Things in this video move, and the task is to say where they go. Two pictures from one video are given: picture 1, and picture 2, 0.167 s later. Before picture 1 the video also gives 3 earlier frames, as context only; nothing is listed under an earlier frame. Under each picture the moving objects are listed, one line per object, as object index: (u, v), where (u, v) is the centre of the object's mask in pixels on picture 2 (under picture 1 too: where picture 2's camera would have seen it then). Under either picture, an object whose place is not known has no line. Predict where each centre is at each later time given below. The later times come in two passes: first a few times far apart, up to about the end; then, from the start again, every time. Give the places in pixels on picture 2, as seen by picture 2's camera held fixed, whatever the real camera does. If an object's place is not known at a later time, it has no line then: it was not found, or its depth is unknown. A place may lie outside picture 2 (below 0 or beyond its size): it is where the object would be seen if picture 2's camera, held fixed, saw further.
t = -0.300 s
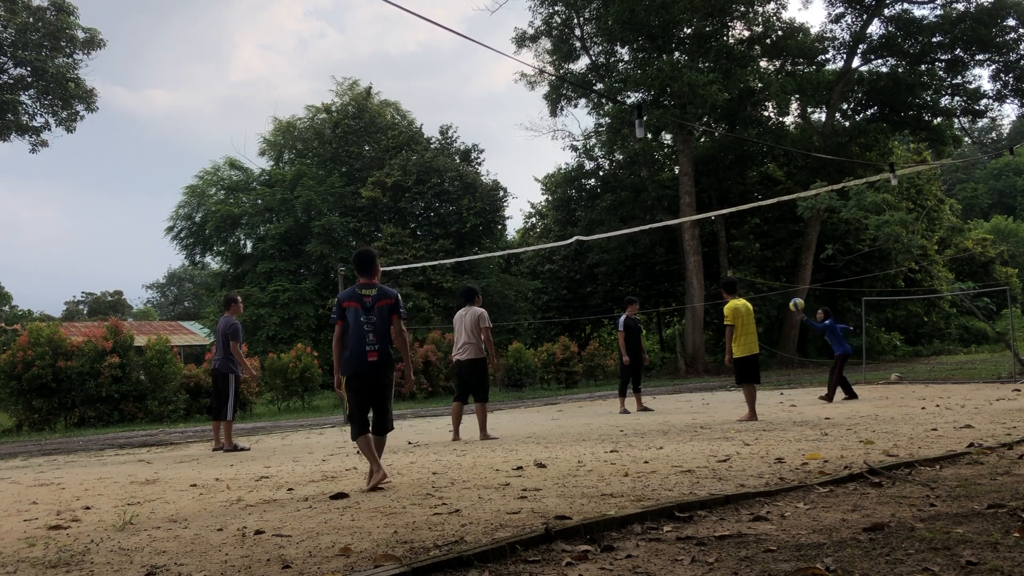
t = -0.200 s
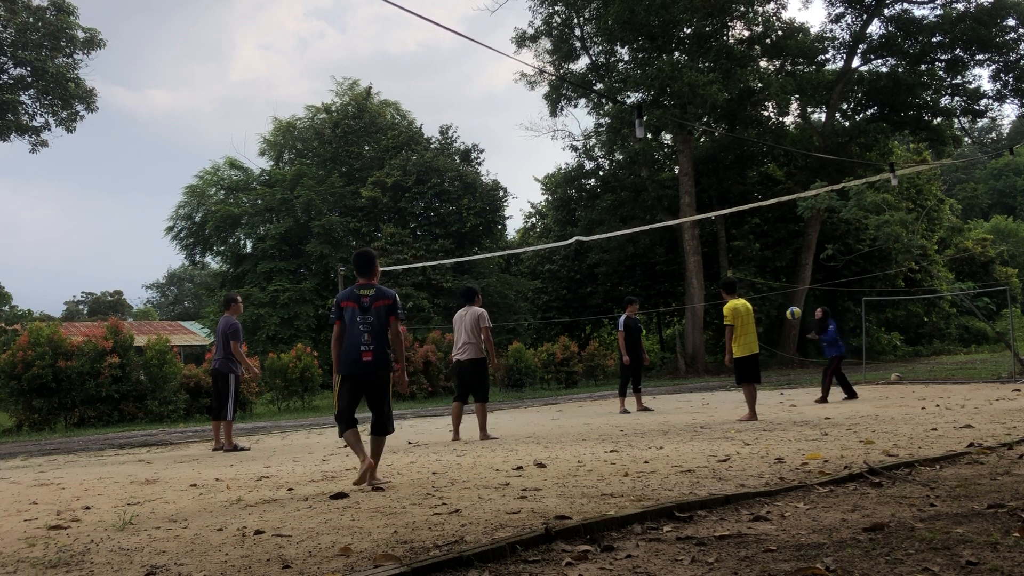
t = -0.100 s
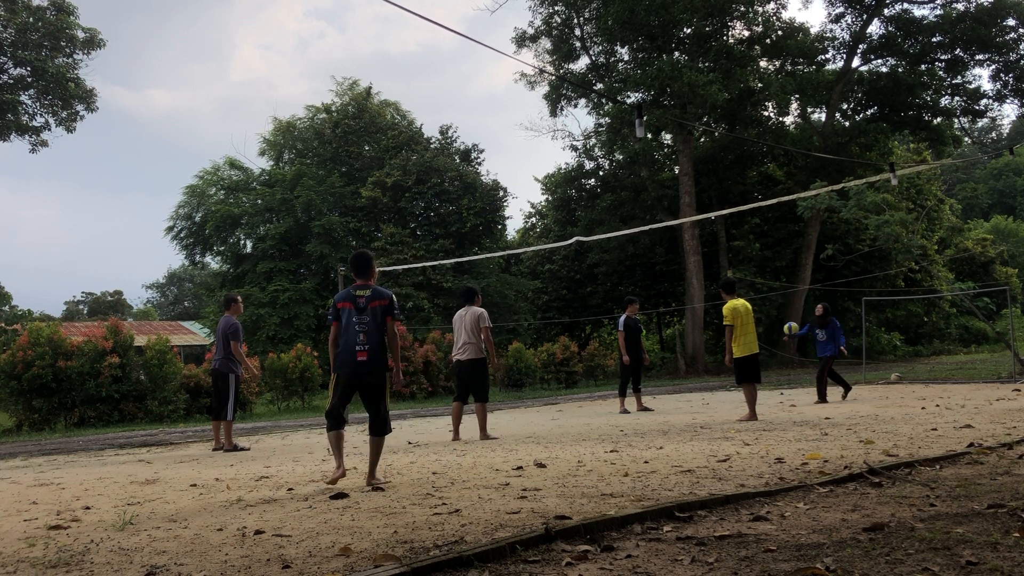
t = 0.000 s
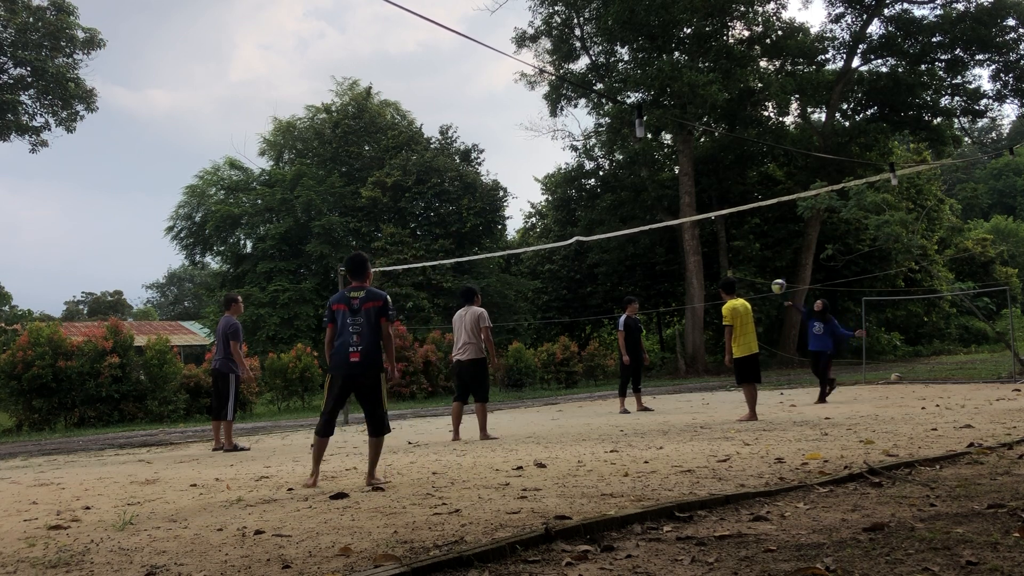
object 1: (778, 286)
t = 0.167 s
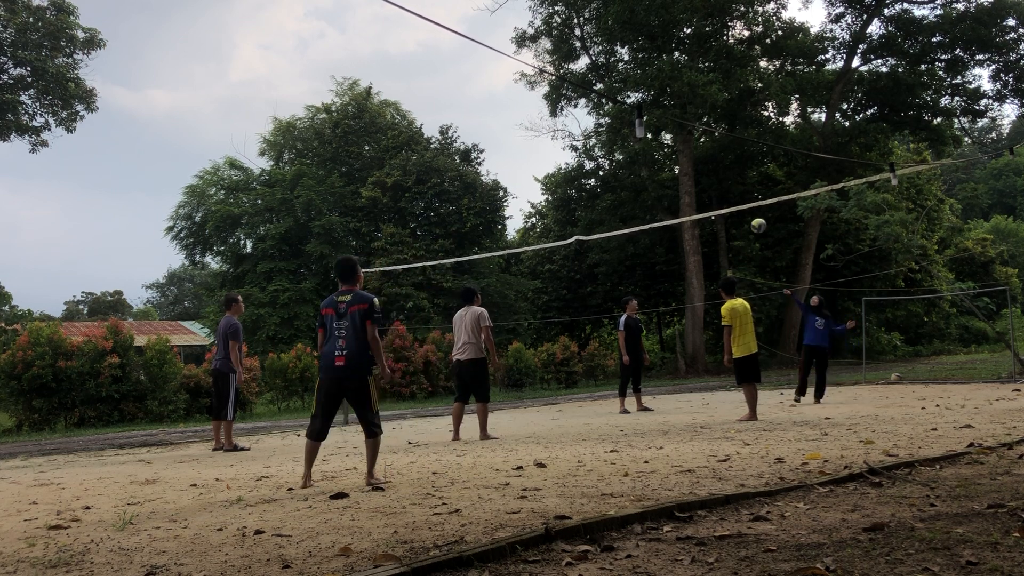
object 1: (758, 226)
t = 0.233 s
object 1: (751, 206)
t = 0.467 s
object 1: (723, 159)
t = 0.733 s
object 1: (693, 147)
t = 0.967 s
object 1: (669, 178)
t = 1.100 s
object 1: (655, 214)
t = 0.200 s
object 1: (754, 216)
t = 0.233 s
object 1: (751, 206)
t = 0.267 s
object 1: (746, 197)
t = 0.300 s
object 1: (742, 189)
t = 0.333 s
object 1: (738, 182)
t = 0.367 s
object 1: (734, 175)
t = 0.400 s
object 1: (730, 169)
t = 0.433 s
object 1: (727, 164)
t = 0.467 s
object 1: (723, 159)
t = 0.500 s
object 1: (719, 155)
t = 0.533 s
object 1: (715, 152)
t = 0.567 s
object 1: (712, 150)
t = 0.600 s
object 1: (708, 148)
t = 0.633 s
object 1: (704, 147)
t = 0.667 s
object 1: (700, 146)
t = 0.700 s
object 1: (697, 146)
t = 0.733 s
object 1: (693, 147)
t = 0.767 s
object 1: (690, 150)
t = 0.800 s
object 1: (686, 153)
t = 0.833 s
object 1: (682, 156)
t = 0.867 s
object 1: (679, 160)
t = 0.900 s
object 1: (676, 165)
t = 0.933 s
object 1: (672, 172)
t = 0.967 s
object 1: (669, 178)
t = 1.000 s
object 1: (665, 186)
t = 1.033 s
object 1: (662, 194)
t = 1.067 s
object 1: (659, 203)
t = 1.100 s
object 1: (655, 214)
